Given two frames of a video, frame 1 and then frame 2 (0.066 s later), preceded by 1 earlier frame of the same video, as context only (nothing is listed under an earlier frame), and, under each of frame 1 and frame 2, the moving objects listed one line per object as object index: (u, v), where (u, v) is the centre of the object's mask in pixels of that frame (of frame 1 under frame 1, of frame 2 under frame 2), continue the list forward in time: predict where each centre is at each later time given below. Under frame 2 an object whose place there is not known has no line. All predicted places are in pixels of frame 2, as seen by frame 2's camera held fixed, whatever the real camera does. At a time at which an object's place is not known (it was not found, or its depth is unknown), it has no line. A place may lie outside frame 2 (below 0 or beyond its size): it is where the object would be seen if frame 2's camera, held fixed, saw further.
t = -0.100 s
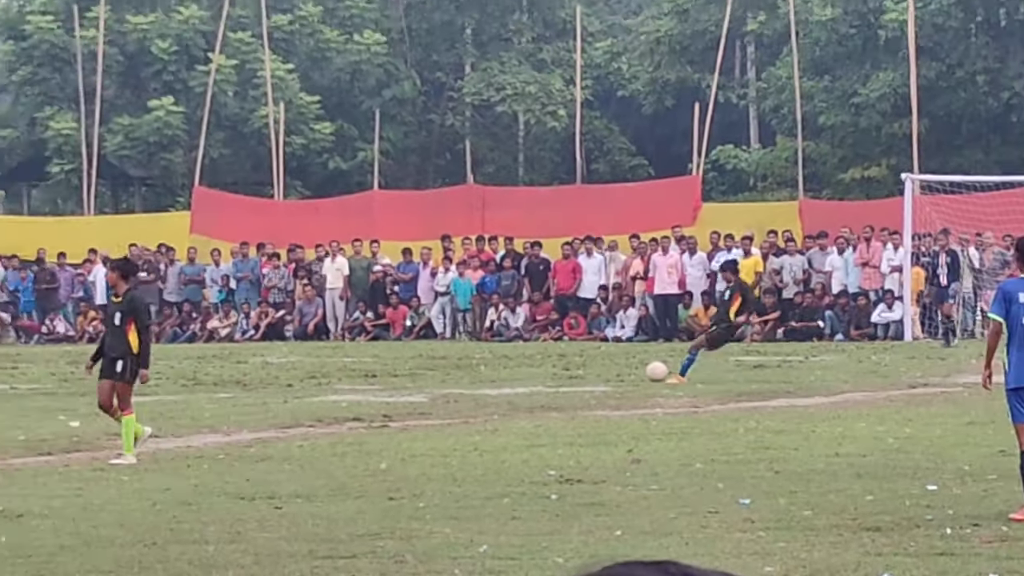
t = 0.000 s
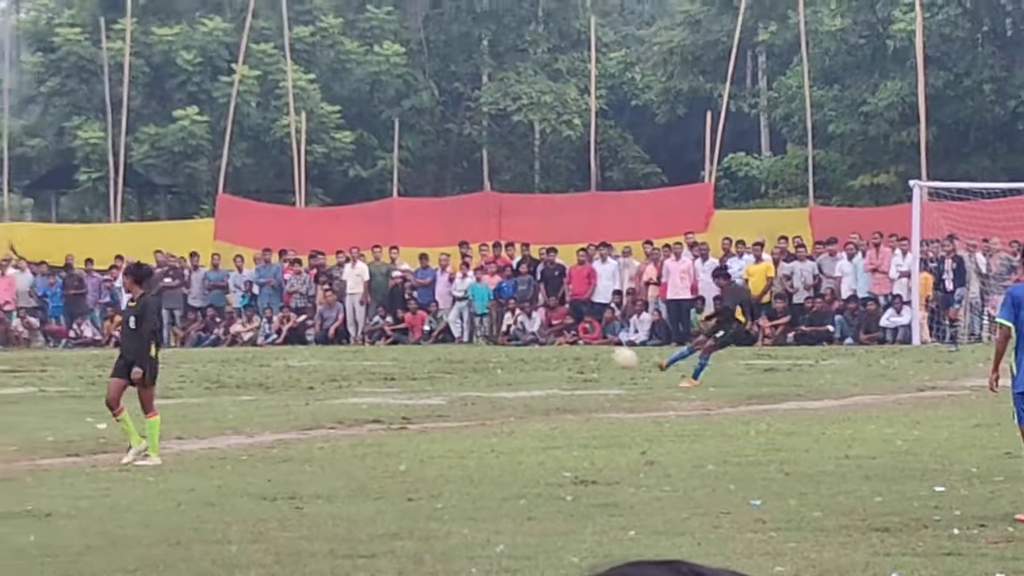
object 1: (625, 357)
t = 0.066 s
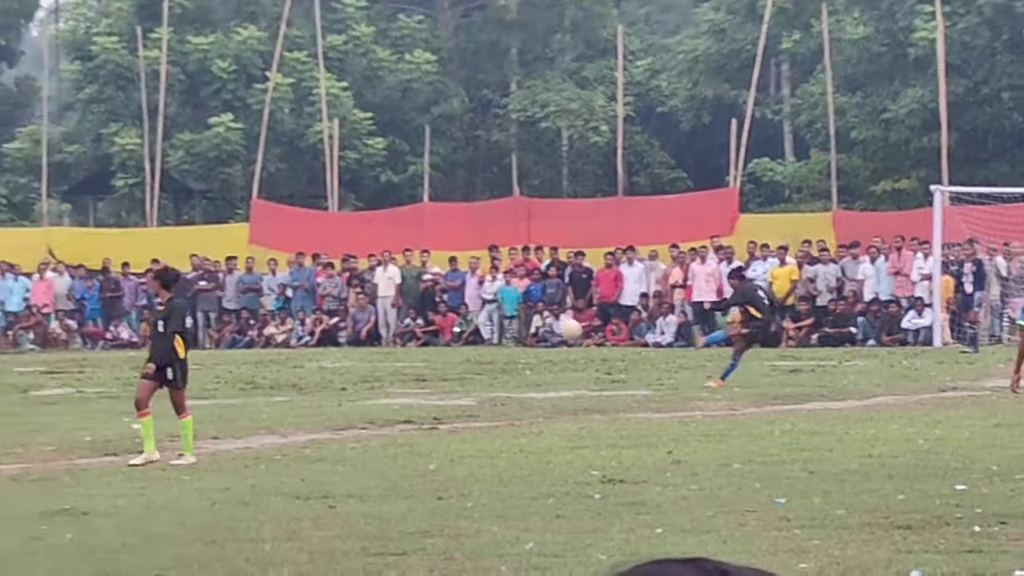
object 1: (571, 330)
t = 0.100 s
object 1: (529, 320)
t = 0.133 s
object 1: (489, 306)
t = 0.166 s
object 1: (447, 291)
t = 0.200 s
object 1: (409, 272)
